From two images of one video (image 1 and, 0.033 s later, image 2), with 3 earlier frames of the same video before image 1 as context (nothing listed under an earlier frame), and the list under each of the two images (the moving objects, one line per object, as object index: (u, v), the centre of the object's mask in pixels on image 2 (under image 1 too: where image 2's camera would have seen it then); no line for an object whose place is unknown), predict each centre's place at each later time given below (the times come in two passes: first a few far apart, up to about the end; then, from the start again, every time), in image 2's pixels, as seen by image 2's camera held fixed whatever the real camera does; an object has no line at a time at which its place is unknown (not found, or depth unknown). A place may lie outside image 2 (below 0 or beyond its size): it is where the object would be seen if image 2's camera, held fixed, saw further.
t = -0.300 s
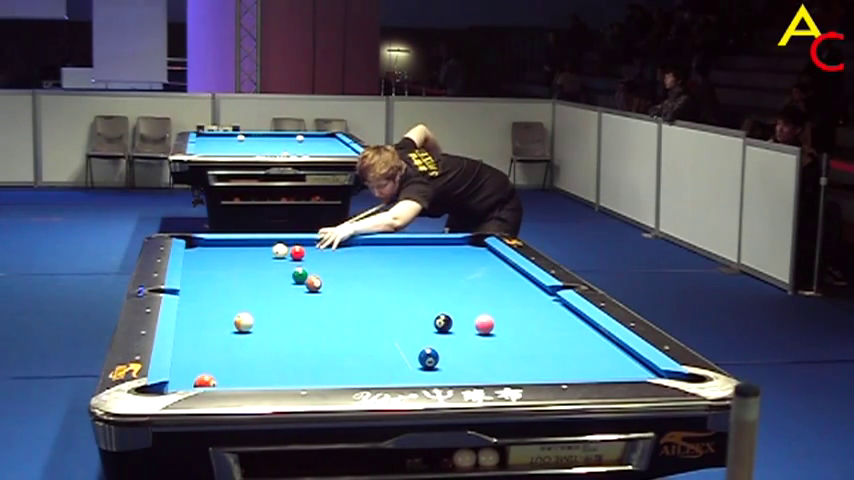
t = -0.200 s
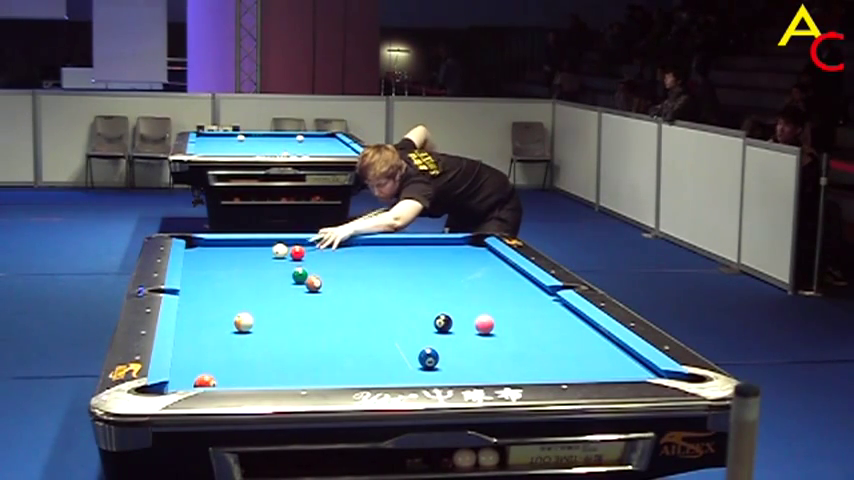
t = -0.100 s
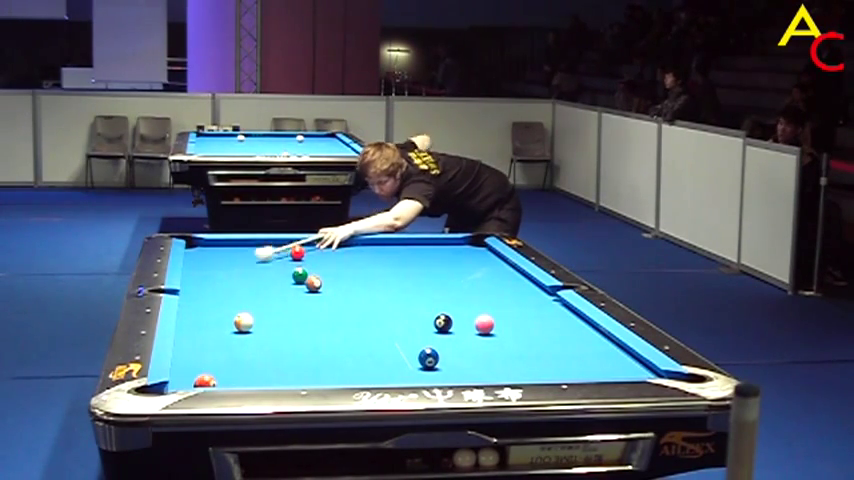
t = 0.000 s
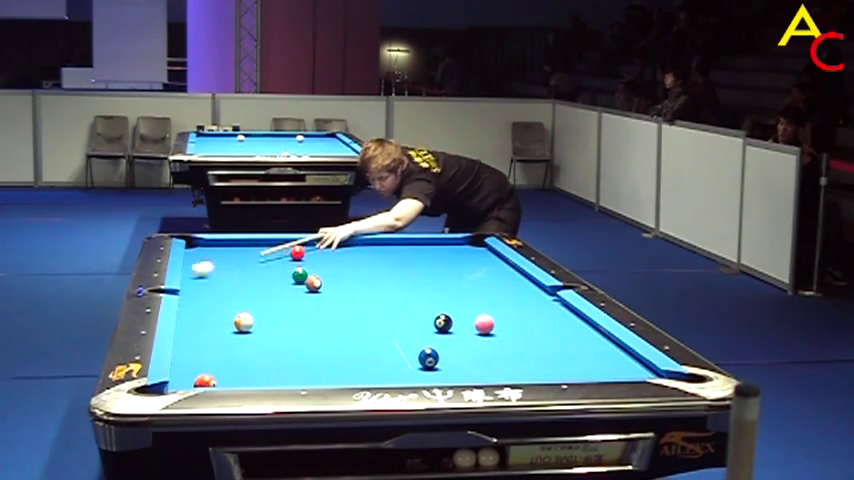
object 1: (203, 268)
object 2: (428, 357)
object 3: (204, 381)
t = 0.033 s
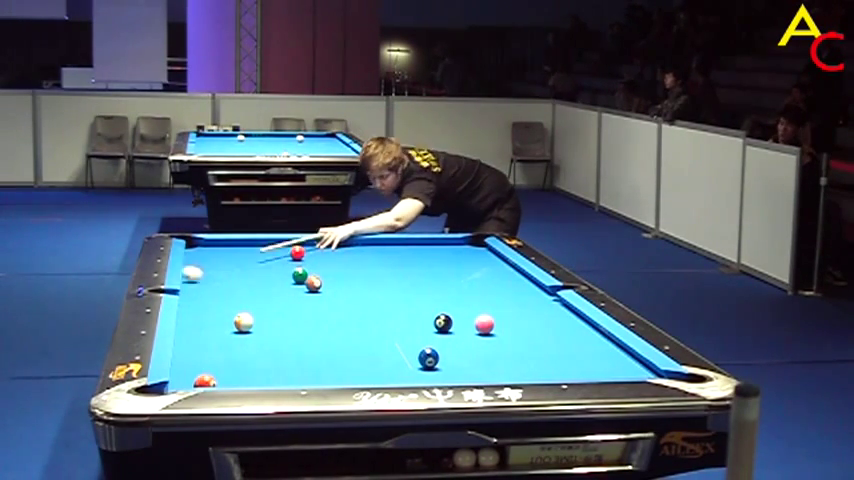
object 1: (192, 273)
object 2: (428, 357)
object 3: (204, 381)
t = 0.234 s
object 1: (275, 291)
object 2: (428, 357)
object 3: (204, 381)
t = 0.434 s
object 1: (353, 309)
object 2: (428, 357)
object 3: (204, 381)
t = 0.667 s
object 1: (457, 335)
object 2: (428, 357)
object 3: (204, 381)
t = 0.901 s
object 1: (578, 364)
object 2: (428, 357)
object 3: (204, 381)
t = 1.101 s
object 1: (626, 368)
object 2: (428, 357)
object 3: (204, 381)
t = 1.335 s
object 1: (523, 365)
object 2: (428, 357)
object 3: (204, 381)
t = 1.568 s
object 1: (439, 362)
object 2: (418, 355)
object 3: (204, 381)
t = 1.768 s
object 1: (402, 366)
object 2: (381, 347)
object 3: (204, 381)
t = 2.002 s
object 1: (356, 370)
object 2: (344, 339)
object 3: (204, 381)
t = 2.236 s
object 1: (312, 374)
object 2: (310, 332)
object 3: (204, 381)
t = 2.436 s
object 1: (273, 376)
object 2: (284, 326)
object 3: (204, 381)
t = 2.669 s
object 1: (229, 379)
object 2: (258, 319)
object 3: (204, 381)
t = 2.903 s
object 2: (244, 313)
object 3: (176, 385)
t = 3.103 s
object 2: (232, 309)
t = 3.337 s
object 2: (220, 303)
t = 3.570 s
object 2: (209, 298)
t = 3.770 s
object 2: (199, 294)
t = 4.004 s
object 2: (189, 289)
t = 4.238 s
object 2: (192, 286)
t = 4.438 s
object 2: (197, 284)
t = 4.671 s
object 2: (202, 281)
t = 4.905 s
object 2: (206, 279)
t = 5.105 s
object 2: (209, 278)
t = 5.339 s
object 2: (213, 276)
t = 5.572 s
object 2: (216, 274)
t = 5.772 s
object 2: (219, 273)
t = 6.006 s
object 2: (221, 272)
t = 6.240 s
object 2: (223, 271)
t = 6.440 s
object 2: (225, 270)
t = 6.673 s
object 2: (227, 270)
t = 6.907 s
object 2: (227, 270)
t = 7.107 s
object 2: (228, 270)
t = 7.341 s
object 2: (228, 269)
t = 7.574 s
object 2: (228, 269)
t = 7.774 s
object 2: (228, 269)
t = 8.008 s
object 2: (228, 269)
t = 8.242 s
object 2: (228, 269)
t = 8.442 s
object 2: (228, 269)
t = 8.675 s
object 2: (228, 269)
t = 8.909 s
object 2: (228, 269)
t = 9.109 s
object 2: (228, 269)
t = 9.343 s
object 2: (228, 270)
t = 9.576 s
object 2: (228, 270)
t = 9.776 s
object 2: (228, 270)
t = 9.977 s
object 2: (228, 269)
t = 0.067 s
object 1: (207, 276)
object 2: (428, 357)
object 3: (204, 381)
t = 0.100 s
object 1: (221, 279)
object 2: (428, 357)
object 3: (204, 381)
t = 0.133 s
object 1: (236, 281)
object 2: (428, 357)
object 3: (204, 381)
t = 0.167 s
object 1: (250, 284)
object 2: (428, 357)
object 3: (204, 381)
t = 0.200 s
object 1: (262, 288)
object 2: (428, 357)
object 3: (204, 381)
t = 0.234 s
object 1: (275, 291)
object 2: (428, 357)
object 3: (204, 381)
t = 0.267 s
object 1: (288, 294)
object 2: (428, 357)
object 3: (204, 381)
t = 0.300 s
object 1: (300, 296)
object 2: (428, 357)
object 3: (204, 381)
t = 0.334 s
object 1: (313, 300)
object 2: (428, 357)
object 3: (204, 381)
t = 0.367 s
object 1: (326, 303)
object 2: (428, 357)
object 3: (204, 381)
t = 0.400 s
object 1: (339, 306)
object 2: (428, 357)
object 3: (204, 381)
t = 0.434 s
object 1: (353, 309)
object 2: (428, 357)
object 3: (204, 381)
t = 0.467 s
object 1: (367, 313)
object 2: (428, 357)
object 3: (204, 381)
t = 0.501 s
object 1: (381, 316)
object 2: (428, 357)
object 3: (204, 381)
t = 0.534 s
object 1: (395, 320)
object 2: (428, 357)
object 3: (204, 381)
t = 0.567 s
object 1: (410, 323)
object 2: (428, 357)
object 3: (204, 381)
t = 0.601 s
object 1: (425, 327)
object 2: (428, 357)
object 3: (204, 381)
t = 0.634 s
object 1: (441, 331)
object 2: (428, 357)
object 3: (204, 381)
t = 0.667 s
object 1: (457, 335)
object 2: (428, 357)
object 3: (204, 381)
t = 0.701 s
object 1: (473, 338)
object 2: (428, 357)
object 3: (204, 381)
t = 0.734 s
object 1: (490, 343)
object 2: (428, 357)
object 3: (204, 381)
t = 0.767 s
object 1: (506, 347)
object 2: (428, 357)
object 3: (204, 381)
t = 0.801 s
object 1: (523, 351)
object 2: (428, 357)
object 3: (204, 381)
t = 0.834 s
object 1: (541, 356)
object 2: (428, 357)
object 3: (204, 381)
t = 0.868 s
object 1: (560, 360)
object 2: (428, 357)
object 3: (204, 381)
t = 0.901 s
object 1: (578, 364)
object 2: (428, 357)
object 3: (204, 381)
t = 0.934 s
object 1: (597, 368)
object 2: (428, 357)
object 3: (204, 381)
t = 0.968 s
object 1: (616, 370)
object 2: (428, 357)
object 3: (204, 381)
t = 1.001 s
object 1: (636, 373)
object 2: (428, 357)
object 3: (204, 381)
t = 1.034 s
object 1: (650, 370)
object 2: (428, 357)
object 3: (204, 381)
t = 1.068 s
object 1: (644, 369)
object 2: (428, 357)
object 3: (204, 381)
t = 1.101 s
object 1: (626, 368)
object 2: (428, 357)
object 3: (204, 381)
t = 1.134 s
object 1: (608, 368)
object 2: (428, 357)
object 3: (204, 381)
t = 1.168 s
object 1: (593, 368)
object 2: (428, 357)
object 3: (204, 381)
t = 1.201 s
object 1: (579, 367)
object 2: (428, 357)
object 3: (204, 381)
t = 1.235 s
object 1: (565, 367)
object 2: (428, 357)
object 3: (204, 381)
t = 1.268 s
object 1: (551, 367)
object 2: (428, 357)
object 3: (204, 381)
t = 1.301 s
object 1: (537, 366)
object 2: (428, 357)
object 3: (204, 381)
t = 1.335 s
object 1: (523, 365)
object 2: (428, 357)
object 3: (204, 381)
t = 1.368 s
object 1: (509, 364)
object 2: (428, 357)
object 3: (204, 381)
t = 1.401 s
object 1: (496, 363)
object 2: (428, 357)
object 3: (204, 381)
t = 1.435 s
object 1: (482, 363)
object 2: (428, 357)
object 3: (204, 381)
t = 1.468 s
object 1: (469, 362)
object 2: (428, 357)
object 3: (204, 381)
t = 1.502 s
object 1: (456, 361)
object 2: (428, 357)
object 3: (204, 381)
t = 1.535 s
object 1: (444, 361)
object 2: (425, 357)
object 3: (204, 381)
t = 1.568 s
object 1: (439, 362)
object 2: (418, 355)
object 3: (204, 381)
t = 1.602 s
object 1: (434, 362)
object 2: (410, 354)
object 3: (204, 381)
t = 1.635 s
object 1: (427, 363)
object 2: (403, 352)
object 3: (204, 381)
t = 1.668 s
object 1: (421, 364)
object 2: (397, 351)
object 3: (204, 381)
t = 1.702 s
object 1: (414, 365)
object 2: (391, 349)
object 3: (204, 381)
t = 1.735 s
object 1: (408, 365)
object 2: (386, 349)
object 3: (204, 381)
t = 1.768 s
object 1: (402, 366)
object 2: (381, 347)
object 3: (204, 381)
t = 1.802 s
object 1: (395, 366)
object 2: (375, 346)
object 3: (204, 381)
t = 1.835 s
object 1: (389, 367)
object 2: (370, 345)
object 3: (204, 381)
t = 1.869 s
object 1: (382, 368)
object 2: (365, 344)
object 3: (204, 381)
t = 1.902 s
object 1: (376, 368)
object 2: (359, 343)
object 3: (204, 381)
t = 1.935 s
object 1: (370, 369)
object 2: (354, 341)
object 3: (204, 381)
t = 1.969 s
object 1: (363, 370)
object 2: (349, 340)
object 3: (204, 381)
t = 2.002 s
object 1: (356, 370)
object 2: (344, 339)
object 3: (204, 381)
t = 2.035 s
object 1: (350, 371)
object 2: (339, 338)
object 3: (204, 381)
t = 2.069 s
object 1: (344, 371)
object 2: (334, 337)
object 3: (204, 381)
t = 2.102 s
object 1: (337, 372)
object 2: (329, 336)
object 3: (204, 381)
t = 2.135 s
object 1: (331, 372)
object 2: (325, 335)
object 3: (204, 381)
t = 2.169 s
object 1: (324, 373)
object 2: (320, 334)
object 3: (204, 381)
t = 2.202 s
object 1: (318, 373)
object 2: (315, 333)
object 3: (204, 381)
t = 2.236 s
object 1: (312, 374)
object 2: (310, 332)
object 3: (204, 381)
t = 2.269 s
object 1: (305, 374)
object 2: (306, 331)
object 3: (204, 381)
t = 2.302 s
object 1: (299, 375)
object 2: (301, 330)
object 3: (204, 381)
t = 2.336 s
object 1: (292, 375)
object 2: (297, 329)
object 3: (204, 381)
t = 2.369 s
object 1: (286, 375)
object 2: (292, 328)
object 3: (204, 381)
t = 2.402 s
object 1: (279, 376)
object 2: (288, 327)
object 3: (204, 381)
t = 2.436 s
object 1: (273, 376)
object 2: (284, 326)
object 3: (204, 381)
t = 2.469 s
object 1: (267, 376)
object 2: (279, 325)
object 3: (204, 381)
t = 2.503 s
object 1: (260, 377)
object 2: (275, 324)
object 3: (204, 381)
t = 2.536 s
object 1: (254, 377)
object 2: (271, 323)
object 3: (204, 381)
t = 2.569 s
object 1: (247, 378)
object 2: (267, 322)
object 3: (204, 381)
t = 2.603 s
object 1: (241, 378)
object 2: (262, 321)
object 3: (204, 381)
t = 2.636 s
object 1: (235, 379)
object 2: (260, 321)
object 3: (204, 381)
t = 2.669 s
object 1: (229, 379)
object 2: (258, 319)
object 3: (204, 381)
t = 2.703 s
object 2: (256, 319)
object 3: (201, 381)
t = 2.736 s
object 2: (254, 318)
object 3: (196, 381)
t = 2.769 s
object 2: (252, 317)
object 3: (192, 382)
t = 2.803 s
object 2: (250, 316)
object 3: (188, 383)
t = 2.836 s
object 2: (248, 315)
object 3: (184, 384)
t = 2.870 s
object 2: (246, 314)
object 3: (180, 384)
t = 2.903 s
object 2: (244, 313)
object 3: (176, 385)
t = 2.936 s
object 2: (242, 312)
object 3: (172, 386)
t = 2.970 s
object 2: (240, 311)
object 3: (167, 389)
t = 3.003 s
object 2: (238, 310)
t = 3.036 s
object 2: (236, 310)
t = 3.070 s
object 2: (234, 309)
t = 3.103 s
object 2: (232, 309)
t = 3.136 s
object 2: (231, 307)
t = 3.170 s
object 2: (229, 307)
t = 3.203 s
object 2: (227, 306)
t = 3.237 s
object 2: (225, 305)
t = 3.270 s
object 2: (223, 305)
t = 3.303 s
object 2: (221, 304)
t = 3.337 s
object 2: (220, 303)
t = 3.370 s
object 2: (218, 302)
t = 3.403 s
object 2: (216, 301)
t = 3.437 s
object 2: (215, 301)
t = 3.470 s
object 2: (213, 300)
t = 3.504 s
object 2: (211, 299)
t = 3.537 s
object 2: (210, 299)
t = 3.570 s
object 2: (209, 298)
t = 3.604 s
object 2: (207, 297)
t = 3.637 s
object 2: (205, 296)
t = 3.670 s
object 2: (204, 296)
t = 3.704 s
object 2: (202, 295)
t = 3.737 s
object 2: (200, 294)
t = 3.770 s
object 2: (199, 294)
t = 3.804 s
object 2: (197, 293)
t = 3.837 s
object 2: (196, 292)
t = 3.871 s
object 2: (194, 292)
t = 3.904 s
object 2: (193, 291)
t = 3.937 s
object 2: (192, 291)
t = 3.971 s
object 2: (190, 290)
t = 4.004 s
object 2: (189, 289)
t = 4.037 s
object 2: (188, 289)
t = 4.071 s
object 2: (189, 288)
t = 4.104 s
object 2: (189, 288)
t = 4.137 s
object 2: (190, 288)
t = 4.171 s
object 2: (191, 287)
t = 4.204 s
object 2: (192, 286)
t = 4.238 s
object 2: (192, 286)
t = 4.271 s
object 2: (193, 286)
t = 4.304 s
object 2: (194, 285)
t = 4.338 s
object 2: (195, 285)
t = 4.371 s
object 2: (195, 285)
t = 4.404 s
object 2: (196, 284)
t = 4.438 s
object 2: (197, 284)
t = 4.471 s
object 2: (197, 283)
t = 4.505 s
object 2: (198, 283)
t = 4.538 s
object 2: (199, 283)
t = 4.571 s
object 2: (200, 282)
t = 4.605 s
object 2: (201, 282)
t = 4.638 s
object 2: (201, 282)
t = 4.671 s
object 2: (202, 281)
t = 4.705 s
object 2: (202, 281)
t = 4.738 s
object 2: (203, 281)
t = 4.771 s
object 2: (204, 280)
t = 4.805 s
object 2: (204, 280)
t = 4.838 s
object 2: (205, 280)
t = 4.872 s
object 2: (205, 280)
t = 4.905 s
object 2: (206, 279)
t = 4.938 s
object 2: (207, 279)
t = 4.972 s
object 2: (207, 278)
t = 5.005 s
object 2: (208, 278)
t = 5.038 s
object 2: (208, 278)
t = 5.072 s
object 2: (209, 278)
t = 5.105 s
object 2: (209, 278)
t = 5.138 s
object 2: (210, 277)
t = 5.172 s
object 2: (211, 277)
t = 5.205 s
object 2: (211, 277)
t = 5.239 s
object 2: (212, 276)
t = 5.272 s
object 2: (212, 276)
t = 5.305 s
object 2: (213, 276)
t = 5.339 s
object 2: (213, 276)
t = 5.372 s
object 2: (214, 275)
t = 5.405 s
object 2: (214, 275)
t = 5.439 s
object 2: (215, 275)
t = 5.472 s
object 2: (215, 274)
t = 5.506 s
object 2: (216, 274)
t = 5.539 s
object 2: (216, 274)
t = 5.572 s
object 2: (216, 274)
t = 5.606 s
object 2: (217, 274)
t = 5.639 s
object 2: (217, 274)
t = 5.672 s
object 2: (217, 274)
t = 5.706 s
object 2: (218, 274)
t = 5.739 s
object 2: (218, 273)
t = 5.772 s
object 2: (219, 273)
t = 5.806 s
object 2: (219, 273)
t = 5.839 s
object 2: (219, 273)
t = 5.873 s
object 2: (220, 273)
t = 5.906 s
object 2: (220, 272)
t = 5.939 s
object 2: (220, 272)
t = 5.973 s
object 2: (221, 272)
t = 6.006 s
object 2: (221, 272)
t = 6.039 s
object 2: (221, 272)
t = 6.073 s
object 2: (221, 271)
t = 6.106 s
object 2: (222, 271)
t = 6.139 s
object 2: (222, 271)
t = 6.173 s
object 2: (223, 271)
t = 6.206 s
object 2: (223, 271)
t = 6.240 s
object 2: (223, 271)
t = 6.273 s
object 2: (223, 270)
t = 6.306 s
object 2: (224, 270)
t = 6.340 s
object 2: (224, 270)
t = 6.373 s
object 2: (224, 270)
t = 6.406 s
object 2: (225, 270)
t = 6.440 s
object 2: (225, 270)
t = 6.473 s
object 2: (225, 270)
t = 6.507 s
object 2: (225, 270)
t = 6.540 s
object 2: (226, 270)
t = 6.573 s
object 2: (226, 270)
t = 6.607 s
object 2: (226, 270)
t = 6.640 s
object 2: (227, 270)
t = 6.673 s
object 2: (227, 270)
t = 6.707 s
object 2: (227, 270)
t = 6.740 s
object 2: (227, 270)
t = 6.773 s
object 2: (227, 270)
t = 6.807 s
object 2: (227, 270)
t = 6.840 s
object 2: (227, 270)
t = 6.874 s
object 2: (227, 270)
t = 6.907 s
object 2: (227, 270)
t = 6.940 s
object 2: (227, 270)
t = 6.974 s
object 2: (227, 270)
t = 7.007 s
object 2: (227, 270)
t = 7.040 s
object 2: (228, 270)
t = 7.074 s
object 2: (228, 270)
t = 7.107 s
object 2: (228, 270)
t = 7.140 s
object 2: (228, 269)
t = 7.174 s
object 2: (228, 269)
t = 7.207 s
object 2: (228, 269)
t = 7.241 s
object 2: (228, 269)
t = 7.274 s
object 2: (228, 269)
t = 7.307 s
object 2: (228, 269)
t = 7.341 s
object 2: (228, 269)
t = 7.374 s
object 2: (228, 269)
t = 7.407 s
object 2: (228, 269)
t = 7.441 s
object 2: (228, 269)
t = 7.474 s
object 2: (228, 269)
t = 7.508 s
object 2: (228, 269)
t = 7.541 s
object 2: (228, 269)
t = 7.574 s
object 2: (228, 269)
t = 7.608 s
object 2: (228, 269)
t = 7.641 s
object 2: (228, 269)
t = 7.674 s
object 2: (228, 269)
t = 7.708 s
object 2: (228, 269)
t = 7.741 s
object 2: (228, 269)
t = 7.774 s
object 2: (228, 269)
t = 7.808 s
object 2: (228, 269)
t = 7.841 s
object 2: (228, 269)
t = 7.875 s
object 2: (228, 269)
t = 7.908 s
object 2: (228, 269)
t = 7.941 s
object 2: (228, 269)
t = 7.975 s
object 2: (228, 269)
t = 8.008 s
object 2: (228, 269)
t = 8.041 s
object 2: (228, 269)
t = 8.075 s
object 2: (228, 269)
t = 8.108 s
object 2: (228, 269)
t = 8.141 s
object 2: (228, 269)
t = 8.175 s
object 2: (228, 269)
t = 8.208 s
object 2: (228, 269)
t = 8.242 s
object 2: (228, 269)
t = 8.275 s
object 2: (228, 269)
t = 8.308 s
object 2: (228, 269)
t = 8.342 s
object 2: (228, 269)
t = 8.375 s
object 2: (228, 269)
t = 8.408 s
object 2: (228, 269)
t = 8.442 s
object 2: (228, 269)
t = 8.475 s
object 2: (228, 269)
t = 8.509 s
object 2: (228, 269)
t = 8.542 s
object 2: (228, 269)
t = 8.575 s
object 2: (228, 269)
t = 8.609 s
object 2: (228, 269)
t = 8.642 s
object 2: (228, 269)
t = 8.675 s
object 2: (228, 269)
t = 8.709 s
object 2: (228, 269)
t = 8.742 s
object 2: (228, 269)
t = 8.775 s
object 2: (228, 269)
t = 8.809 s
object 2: (228, 269)
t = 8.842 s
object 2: (228, 269)
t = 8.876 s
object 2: (228, 269)
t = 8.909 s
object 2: (228, 269)
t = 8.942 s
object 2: (228, 269)
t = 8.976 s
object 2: (228, 269)
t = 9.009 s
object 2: (228, 269)
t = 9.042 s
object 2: (228, 269)
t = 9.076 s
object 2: (228, 269)
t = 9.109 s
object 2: (228, 269)
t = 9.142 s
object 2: (228, 270)
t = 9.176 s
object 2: (228, 269)
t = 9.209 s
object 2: (228, 270)
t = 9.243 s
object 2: (228, 269)
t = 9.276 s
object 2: (228, 270)
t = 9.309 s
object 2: (228, 270)
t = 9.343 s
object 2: (228, 270)
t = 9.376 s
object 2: (228, 270)
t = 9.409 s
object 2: (228, 270)
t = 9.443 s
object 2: (228, 270)
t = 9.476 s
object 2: (228, 270)
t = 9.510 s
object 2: (228, 270)
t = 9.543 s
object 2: (228, 270)
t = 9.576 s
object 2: (228, 270)
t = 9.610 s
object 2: (228, 270)
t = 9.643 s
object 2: (228, 270)
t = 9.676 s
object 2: (228, 270)
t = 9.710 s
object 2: (228, 270)
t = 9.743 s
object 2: (228, 270)
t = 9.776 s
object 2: (228, 270)
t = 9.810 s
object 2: (228, 270)
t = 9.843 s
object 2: (228, 269)
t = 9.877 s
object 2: (228, 269)
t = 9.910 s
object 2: (228, 269)
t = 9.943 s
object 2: (228, 269)
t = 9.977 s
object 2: (228, 269)
